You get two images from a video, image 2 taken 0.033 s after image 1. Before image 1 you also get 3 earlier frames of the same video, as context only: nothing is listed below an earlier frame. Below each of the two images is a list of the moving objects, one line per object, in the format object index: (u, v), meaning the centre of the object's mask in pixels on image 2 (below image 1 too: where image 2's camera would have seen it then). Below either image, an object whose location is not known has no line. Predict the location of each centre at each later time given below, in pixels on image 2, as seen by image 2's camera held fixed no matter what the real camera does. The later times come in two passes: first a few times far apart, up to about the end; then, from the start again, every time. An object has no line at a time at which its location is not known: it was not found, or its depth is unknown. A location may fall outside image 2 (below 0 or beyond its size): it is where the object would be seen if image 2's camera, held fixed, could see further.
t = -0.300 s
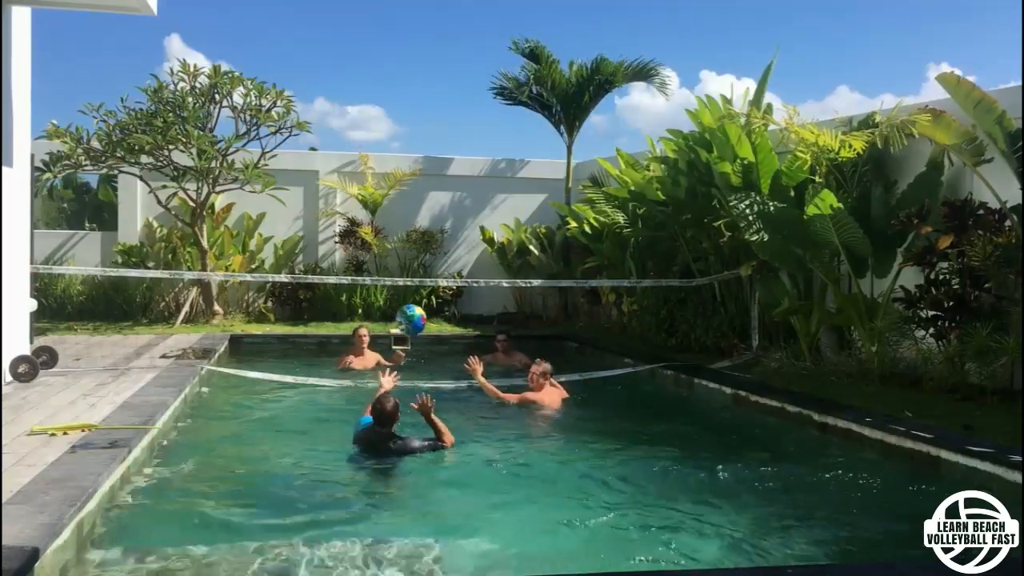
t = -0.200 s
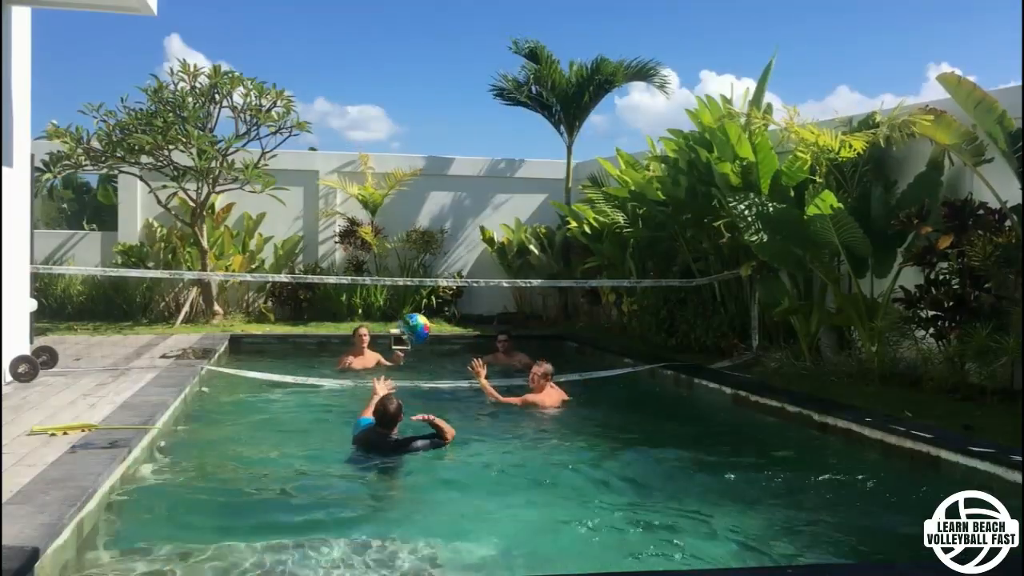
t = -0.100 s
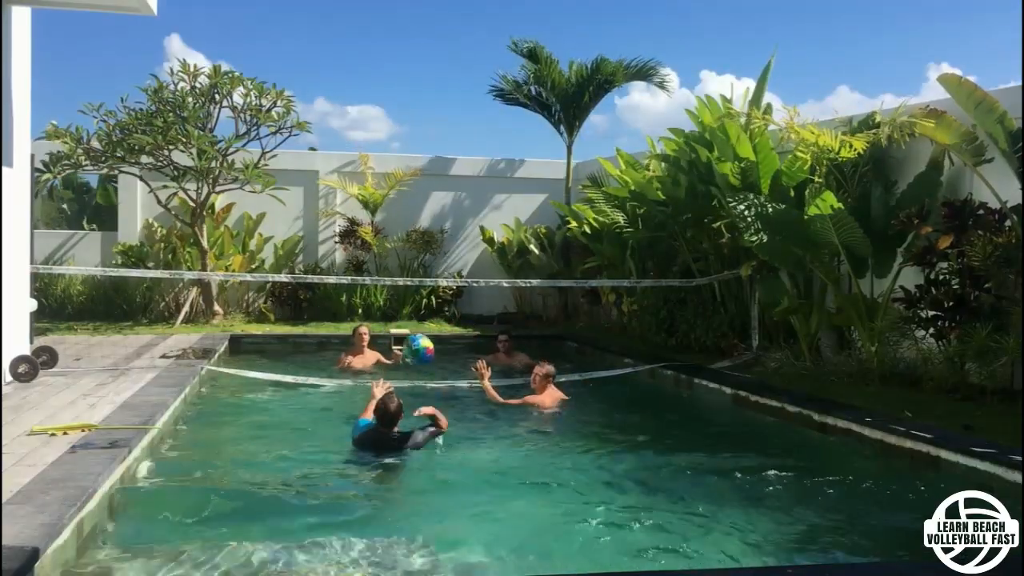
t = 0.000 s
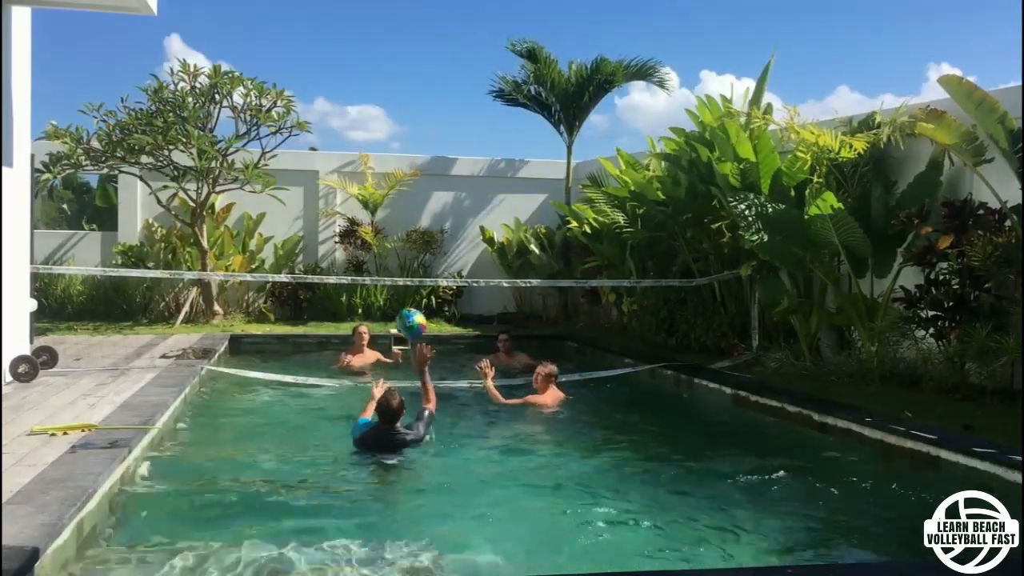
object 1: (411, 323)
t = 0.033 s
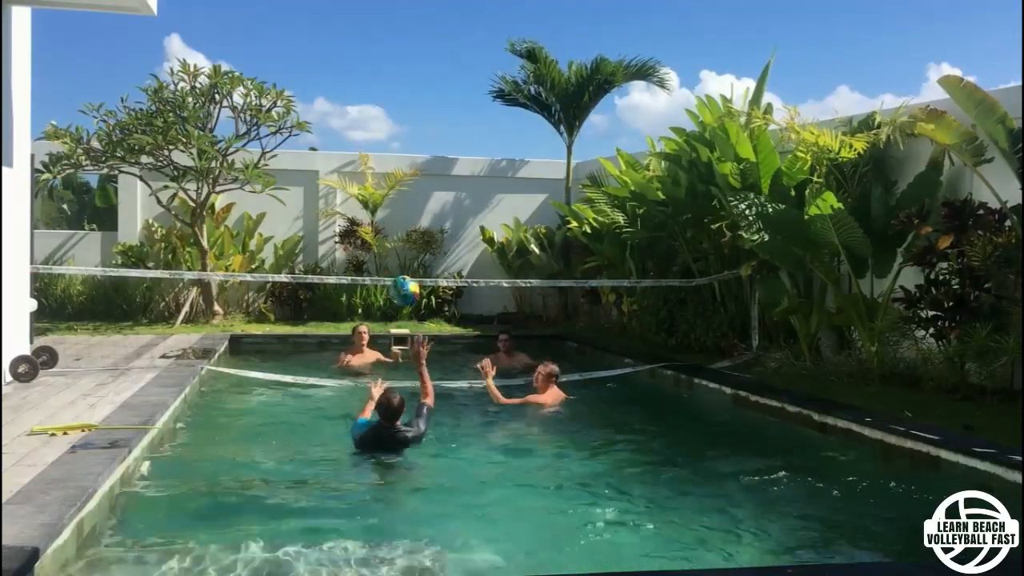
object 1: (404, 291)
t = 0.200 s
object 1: (380, 171)
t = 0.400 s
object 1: (365, 107)
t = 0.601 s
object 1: (352, 104)
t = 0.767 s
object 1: (346, 132)
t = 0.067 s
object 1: (398, 261)
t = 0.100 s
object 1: (393, 234)
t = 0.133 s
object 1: (388, 210)
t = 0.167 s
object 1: (384, 188)
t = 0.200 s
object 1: (380, 171)
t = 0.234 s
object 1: (378, 154)
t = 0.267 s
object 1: (375, 141)
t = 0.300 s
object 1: (373, 130)
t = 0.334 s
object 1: (370, 120)
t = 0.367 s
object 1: (368, 112)
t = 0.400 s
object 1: (365, 107)
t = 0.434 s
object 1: (363, 103)
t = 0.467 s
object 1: (360, 100)
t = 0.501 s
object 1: (358, 100)
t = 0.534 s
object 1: (356, 100)
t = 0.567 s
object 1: (354, 101)
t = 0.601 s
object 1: (352, 104)
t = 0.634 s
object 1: (351, 107)
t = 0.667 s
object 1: (349, 112)
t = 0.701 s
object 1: (348, 118)
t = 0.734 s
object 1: (347, 125)
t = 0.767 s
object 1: (346, 132)
